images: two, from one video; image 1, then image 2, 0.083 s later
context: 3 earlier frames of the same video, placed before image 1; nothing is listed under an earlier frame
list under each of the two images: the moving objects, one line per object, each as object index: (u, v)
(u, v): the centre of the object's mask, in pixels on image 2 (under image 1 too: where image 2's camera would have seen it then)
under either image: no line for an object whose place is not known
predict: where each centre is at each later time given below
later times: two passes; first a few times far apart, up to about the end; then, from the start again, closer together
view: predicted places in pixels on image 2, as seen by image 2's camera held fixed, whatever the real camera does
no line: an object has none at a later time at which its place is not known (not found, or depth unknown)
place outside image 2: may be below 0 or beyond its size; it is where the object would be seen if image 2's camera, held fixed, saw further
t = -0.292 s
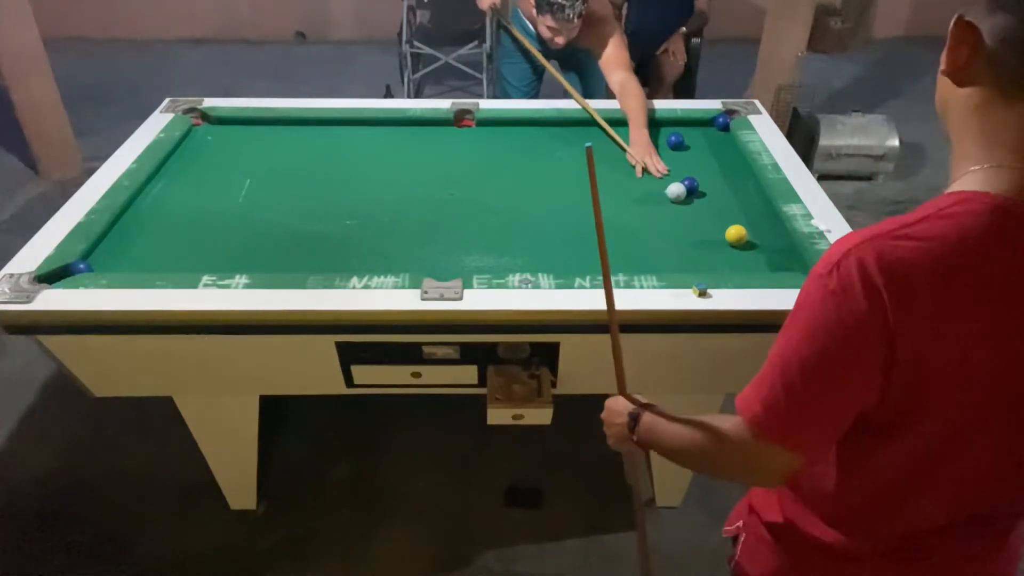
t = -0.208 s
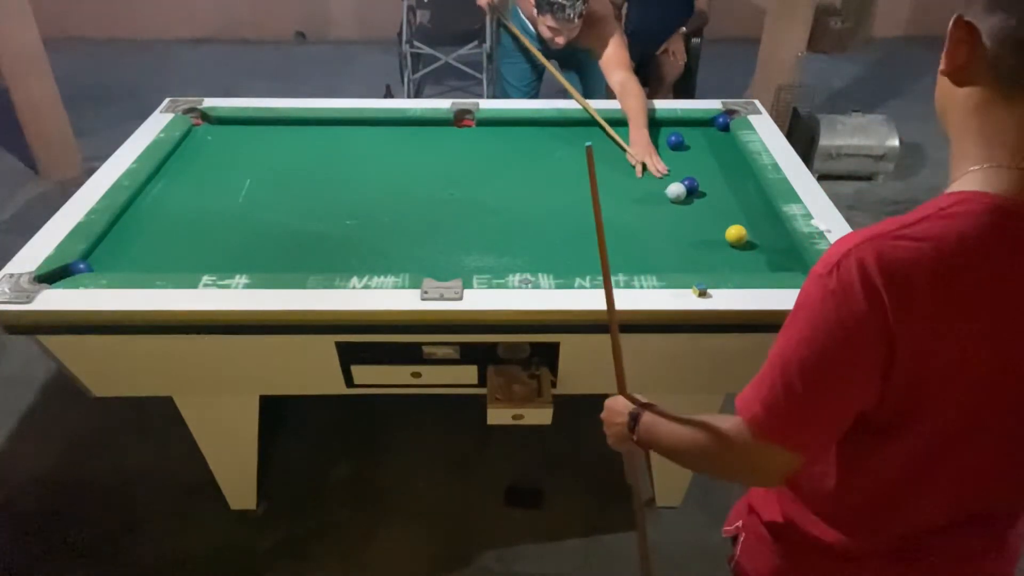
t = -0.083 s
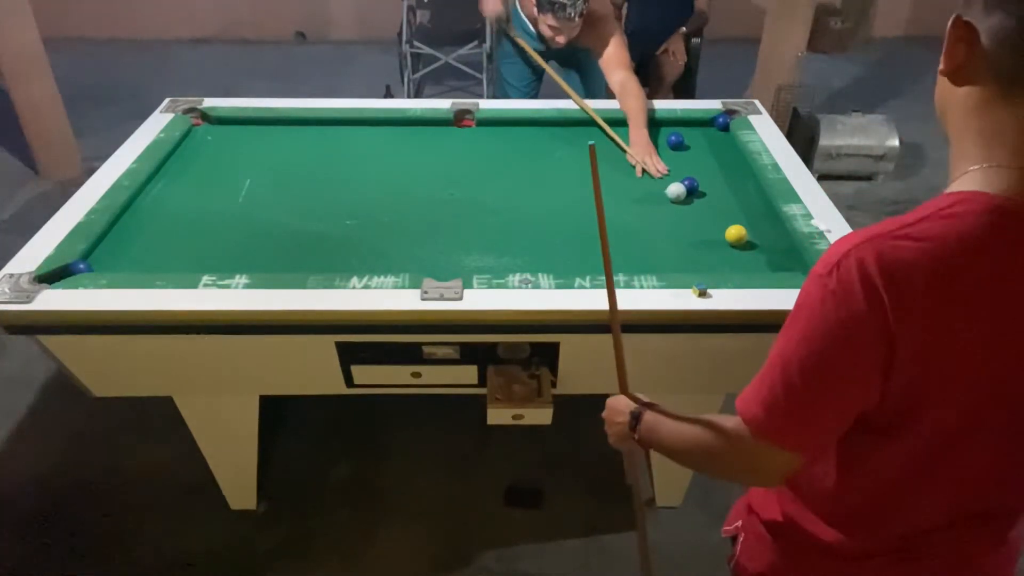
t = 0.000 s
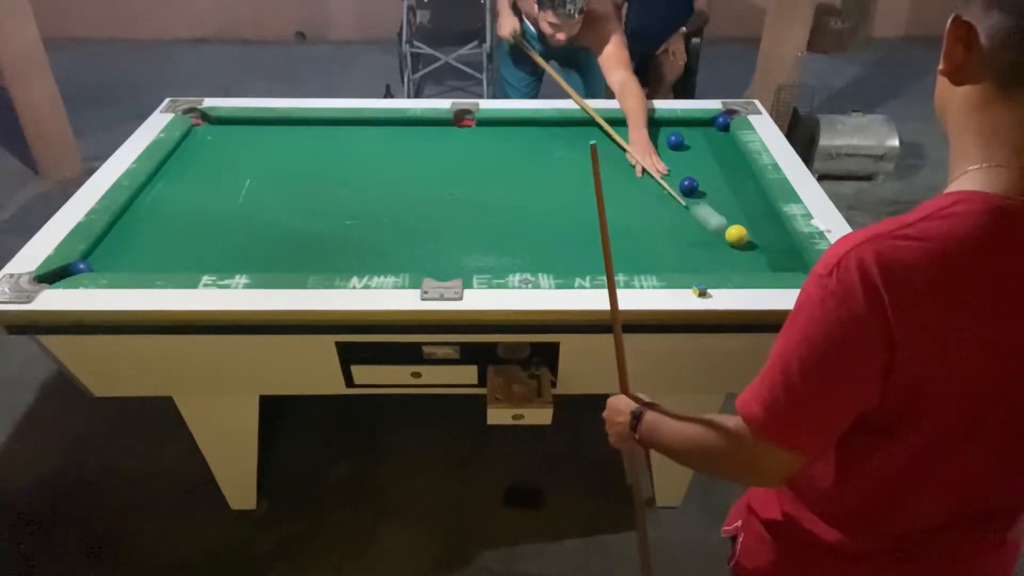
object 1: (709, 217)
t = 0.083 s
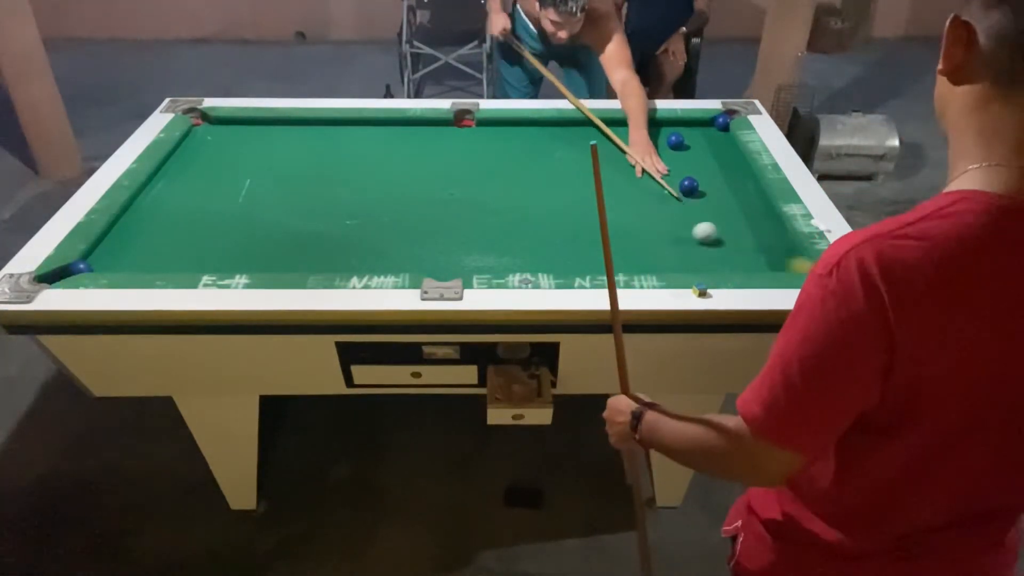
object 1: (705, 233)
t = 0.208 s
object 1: (676, 233)
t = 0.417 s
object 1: (628, 230)
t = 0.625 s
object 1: (581, 227)
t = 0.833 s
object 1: (537, 224)
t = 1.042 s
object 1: (495, 222)
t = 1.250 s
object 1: (455, 220)
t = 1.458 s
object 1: (418, 217)
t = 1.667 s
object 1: (381, 215)
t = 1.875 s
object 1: (347, 213)
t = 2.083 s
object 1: (314, 211)
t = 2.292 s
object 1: (284, 210)
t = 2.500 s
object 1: (254, 209)
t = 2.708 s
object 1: (225, 207)
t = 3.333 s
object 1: (152, 201)
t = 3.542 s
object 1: (148, 200)
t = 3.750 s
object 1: (166, 200)
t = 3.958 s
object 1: (183, 198)
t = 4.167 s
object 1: (197, 198)
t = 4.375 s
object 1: (209, 197)
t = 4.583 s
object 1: (220, 197)
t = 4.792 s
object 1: (230, 196)
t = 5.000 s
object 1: (237, 196)
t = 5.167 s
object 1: (242, 196)
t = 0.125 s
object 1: (695, 234)
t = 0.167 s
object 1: (686, 233)
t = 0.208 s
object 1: (676, 233)
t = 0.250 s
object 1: (666, 232)
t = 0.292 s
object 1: (656, 232)
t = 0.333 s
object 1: (646, 231)
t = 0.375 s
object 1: (637, 231)
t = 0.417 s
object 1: (628, 230)
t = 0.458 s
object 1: (619, 230)
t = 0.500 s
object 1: (614, 228)
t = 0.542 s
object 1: (594, 228)
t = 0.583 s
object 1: (590, 228)
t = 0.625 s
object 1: (581, 227)
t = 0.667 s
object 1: (572, 226)
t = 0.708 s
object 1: (563, 226)
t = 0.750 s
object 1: (554, 225)
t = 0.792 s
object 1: (545, 225)
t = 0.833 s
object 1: (537, 224)
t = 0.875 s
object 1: (528, 224)
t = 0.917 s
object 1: (520, 223)
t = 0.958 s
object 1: (511, 223)
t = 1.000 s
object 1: (503, 222)
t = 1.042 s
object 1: (495, 222)
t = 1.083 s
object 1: (487, 221)
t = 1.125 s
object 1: (479, 221)
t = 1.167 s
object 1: (471, 220)
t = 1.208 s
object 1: (463, 220)
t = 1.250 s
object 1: (455, 220)
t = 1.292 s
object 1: (448, 219)
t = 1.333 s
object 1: (440, 219)
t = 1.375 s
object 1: (432, 218)
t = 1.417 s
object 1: (425, 218)
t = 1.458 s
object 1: (418, 217)
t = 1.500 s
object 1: (410, 217)
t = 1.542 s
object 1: (403, 216)
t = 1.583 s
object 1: (396, 216)
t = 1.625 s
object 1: (388, 216)
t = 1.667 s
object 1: (381, 215)
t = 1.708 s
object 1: (374, 215)
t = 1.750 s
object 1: (367, 214)
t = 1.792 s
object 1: (360, 214)
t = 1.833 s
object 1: (354, 213)
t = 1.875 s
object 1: (347, 213)
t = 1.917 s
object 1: (340, 213)
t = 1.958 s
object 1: (334, 212)
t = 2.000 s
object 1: (327, 212)
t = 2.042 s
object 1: (321, 212)
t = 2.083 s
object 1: (314, 211)
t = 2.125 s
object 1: (308, 211)
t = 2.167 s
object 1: (301, 211)
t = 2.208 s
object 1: (296, 211)
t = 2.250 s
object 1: (290, 211)
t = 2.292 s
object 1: (284, 210)
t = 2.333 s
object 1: (277, 209)
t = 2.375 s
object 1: (272, 209)
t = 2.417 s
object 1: (266, 209)
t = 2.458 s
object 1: (260, 209)
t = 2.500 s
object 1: (254, 209)
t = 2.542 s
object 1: (249, 208)
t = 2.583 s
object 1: (242, 208)
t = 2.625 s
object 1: (237, 207)
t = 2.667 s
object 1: (232, 207)
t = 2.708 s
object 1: (225, 207)
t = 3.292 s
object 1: (159, 200)
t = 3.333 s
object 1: (152, 201)
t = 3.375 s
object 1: (146, 202)
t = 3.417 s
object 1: (142, 201)
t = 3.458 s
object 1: (141, 201)
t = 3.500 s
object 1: (145, 201)
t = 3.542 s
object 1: (148, 200)
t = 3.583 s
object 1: (152, 200)
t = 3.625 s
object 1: (156, 200)
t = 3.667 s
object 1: (159, 200)
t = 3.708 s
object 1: (163, 200)
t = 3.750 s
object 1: (166, 200)
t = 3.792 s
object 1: (169, 199)
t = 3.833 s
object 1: (173, 199)
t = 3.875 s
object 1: (176, 199)
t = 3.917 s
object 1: (179, 198)
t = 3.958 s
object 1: (183, 198)
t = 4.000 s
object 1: (185, 199)
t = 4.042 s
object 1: (188, 198)
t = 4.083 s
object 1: (191, 198)
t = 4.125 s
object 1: (194, 198)
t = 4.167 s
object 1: (197, 198)
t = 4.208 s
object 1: (199, 197)
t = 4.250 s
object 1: (202, 198)
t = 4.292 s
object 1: (204, 197)
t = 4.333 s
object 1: (207, 197)
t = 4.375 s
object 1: (209, 197)
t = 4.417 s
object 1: (212, 197)
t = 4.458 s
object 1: (214, 197)
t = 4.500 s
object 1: (216, 197)
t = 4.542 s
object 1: (218, 197)
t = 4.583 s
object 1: (220, 197)
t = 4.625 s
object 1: (222, 196)
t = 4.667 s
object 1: (225, 197)
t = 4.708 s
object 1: (226, 197)
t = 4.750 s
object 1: (228, 196)
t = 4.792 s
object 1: (230, 196)
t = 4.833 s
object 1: (232, 196)
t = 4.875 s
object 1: (233, 196)
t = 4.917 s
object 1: (234, 196)
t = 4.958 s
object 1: (236, 196)
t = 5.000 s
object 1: (237, 196)
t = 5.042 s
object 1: (239, 196)
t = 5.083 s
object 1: (240, 196)
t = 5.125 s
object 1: (241, 196)
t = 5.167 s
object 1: (242, 196)
